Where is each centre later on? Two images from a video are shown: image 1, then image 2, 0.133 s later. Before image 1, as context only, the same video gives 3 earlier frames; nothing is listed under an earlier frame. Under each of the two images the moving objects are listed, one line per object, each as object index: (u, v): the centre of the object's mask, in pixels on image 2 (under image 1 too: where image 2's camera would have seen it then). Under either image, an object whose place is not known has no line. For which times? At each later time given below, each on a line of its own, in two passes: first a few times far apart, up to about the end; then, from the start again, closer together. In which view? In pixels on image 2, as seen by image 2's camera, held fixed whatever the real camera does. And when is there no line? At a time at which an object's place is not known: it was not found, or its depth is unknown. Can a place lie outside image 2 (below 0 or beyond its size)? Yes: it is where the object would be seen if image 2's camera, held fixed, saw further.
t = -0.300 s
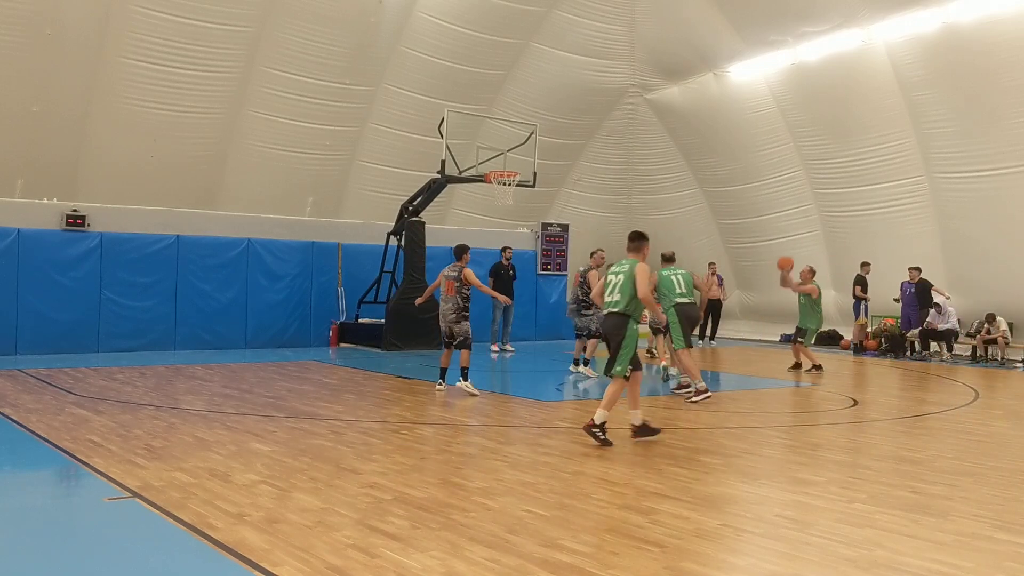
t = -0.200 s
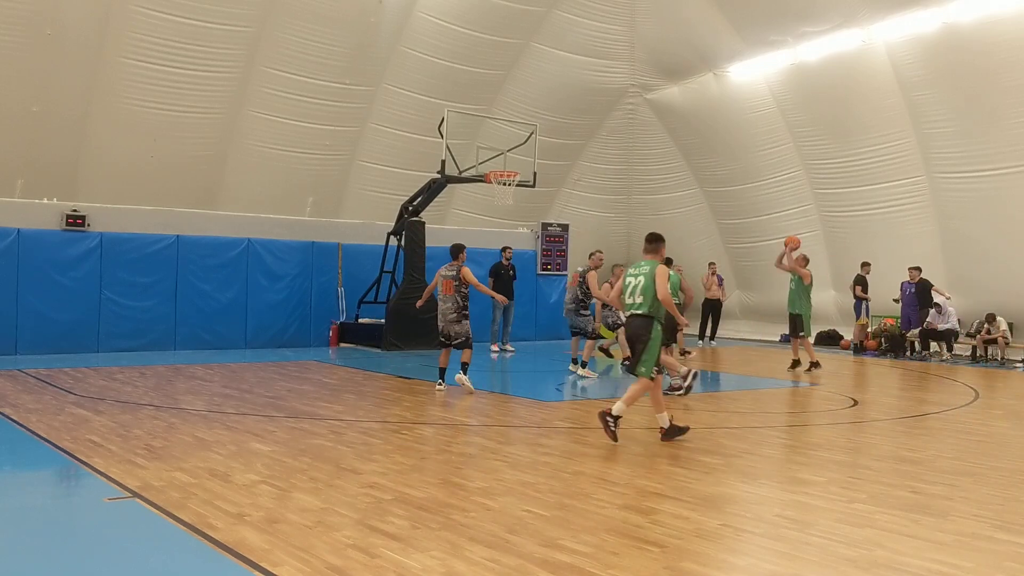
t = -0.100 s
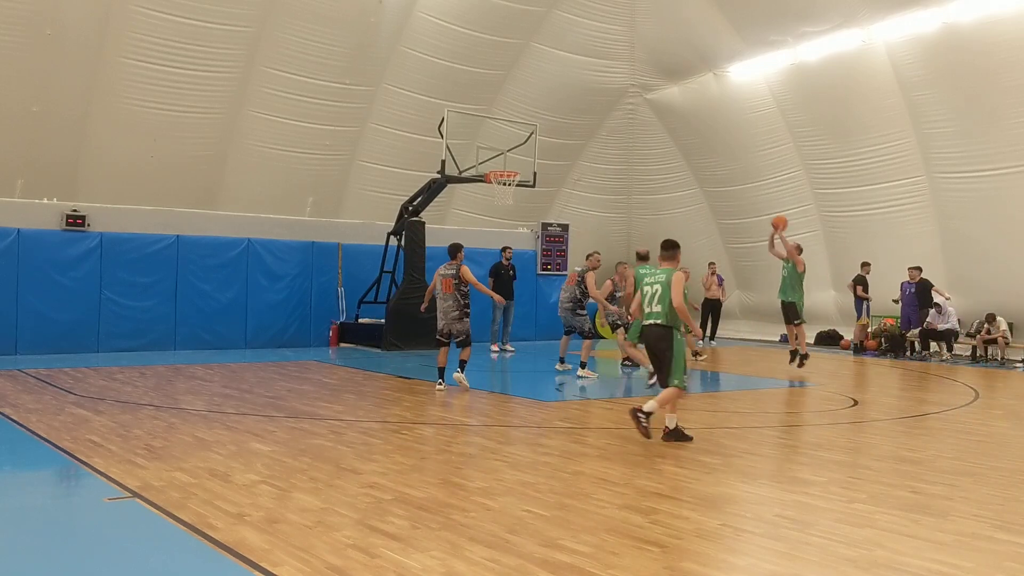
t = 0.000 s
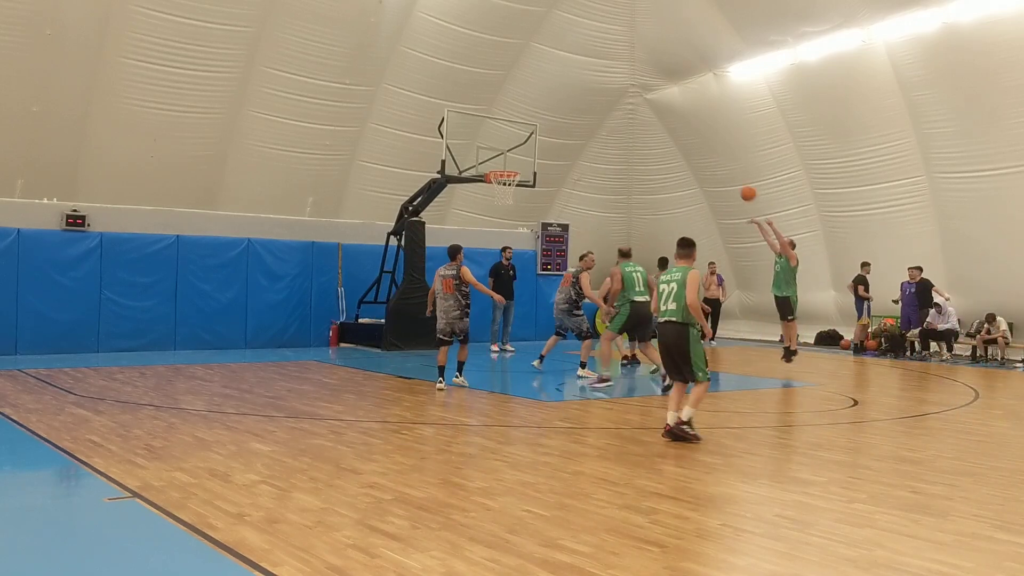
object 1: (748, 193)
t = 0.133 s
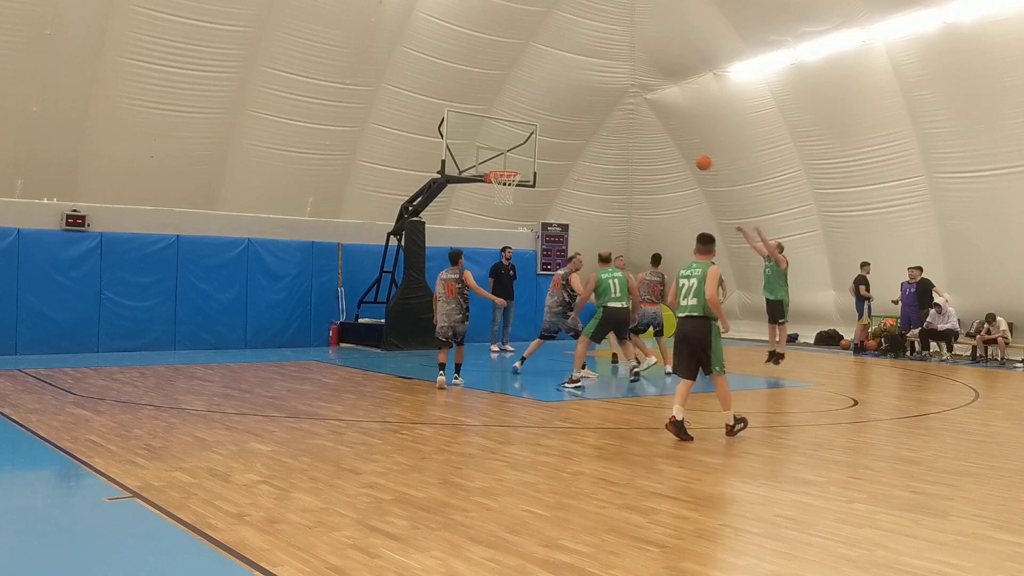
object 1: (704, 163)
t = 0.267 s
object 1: (660, 143)
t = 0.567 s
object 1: (566, 140)
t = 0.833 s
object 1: (518, 162)
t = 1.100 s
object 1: (559, 139)
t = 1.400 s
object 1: (603, 165)
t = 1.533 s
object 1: (622, 194)
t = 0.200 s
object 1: (682, 151)
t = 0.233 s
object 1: (671, 147)
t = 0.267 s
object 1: (660, 143)
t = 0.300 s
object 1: (650, 140)
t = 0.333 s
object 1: (639, 138)
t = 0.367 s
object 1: (629, 136)
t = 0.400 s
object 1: (618, 135)
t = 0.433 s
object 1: (607, 135)
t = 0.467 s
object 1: (597, 135)
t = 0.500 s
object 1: (587, 136)
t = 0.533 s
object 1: (577, 137)
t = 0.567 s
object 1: (566, 140)
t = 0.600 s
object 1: (556, 143)
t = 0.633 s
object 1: (546, 147)
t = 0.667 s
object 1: (536, 151)
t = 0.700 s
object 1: (526, 156)
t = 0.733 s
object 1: (515, 161)
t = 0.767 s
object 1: (512, 165)
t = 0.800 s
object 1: (513, 167)
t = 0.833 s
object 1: (518, 162)
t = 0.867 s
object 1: (524, 157)
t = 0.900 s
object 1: (529, 153)
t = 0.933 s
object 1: (534, 149)
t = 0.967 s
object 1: (539, 145)
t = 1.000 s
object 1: (544, 143)
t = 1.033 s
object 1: (549, 141)
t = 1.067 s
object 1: (554, 140)
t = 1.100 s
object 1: (559, 139)
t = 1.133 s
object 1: (564, 140)
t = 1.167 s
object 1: (569, 141)
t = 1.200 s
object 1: (574, 142)
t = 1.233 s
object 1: (579, 144)
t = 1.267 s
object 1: (584, 147)
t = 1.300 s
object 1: (589, 151)
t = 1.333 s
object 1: (593, 155)
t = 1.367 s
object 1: (598, 159)
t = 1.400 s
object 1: (603, 165)
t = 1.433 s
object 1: (608, 171)
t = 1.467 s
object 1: (612, 178)
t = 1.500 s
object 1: (617, 186)
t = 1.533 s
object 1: (622, 194)
